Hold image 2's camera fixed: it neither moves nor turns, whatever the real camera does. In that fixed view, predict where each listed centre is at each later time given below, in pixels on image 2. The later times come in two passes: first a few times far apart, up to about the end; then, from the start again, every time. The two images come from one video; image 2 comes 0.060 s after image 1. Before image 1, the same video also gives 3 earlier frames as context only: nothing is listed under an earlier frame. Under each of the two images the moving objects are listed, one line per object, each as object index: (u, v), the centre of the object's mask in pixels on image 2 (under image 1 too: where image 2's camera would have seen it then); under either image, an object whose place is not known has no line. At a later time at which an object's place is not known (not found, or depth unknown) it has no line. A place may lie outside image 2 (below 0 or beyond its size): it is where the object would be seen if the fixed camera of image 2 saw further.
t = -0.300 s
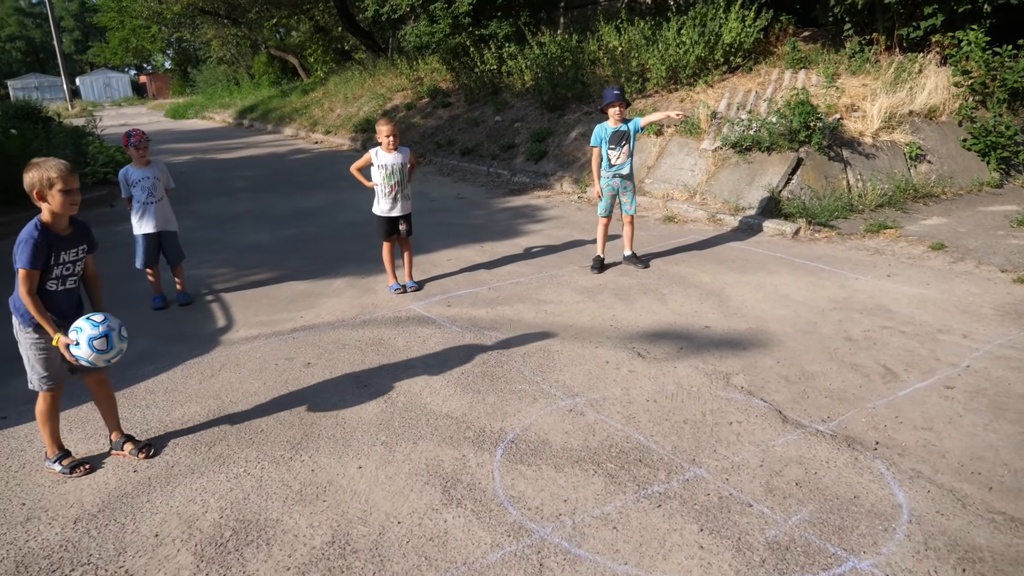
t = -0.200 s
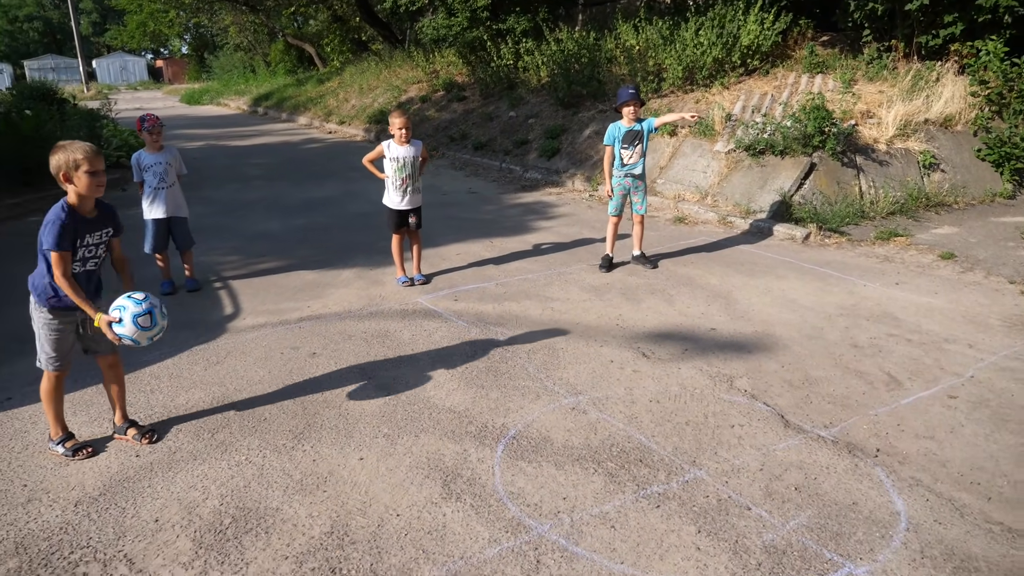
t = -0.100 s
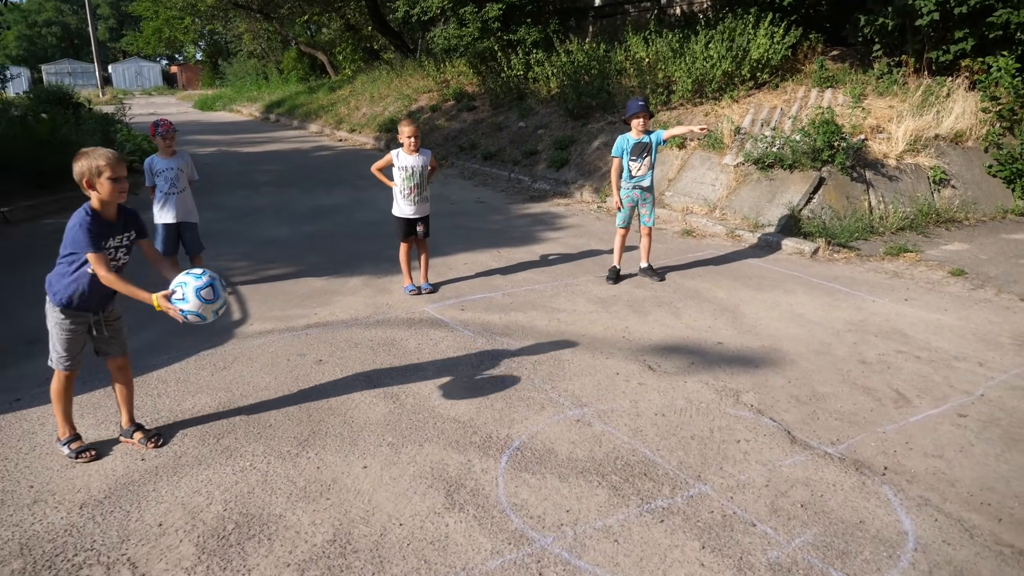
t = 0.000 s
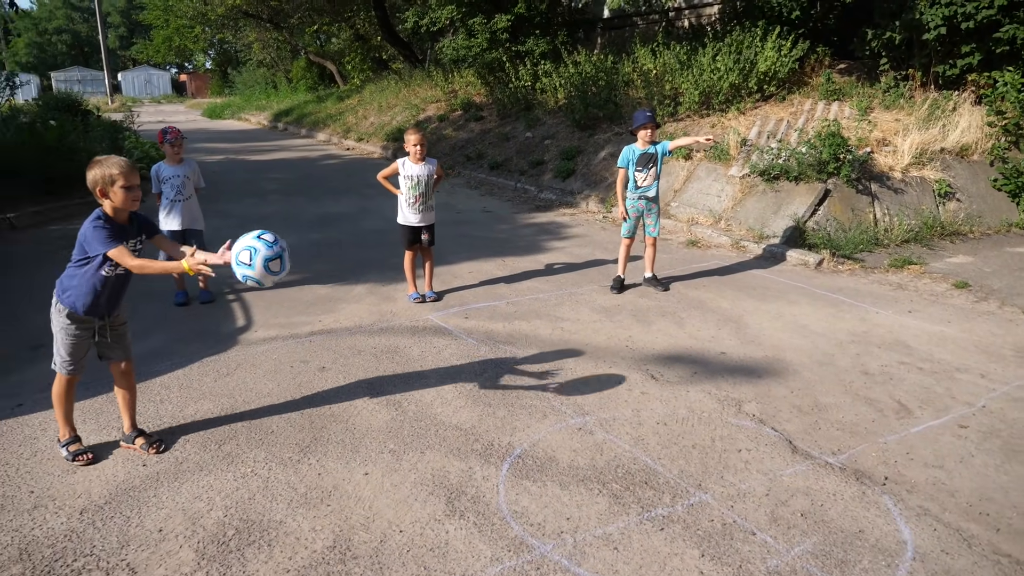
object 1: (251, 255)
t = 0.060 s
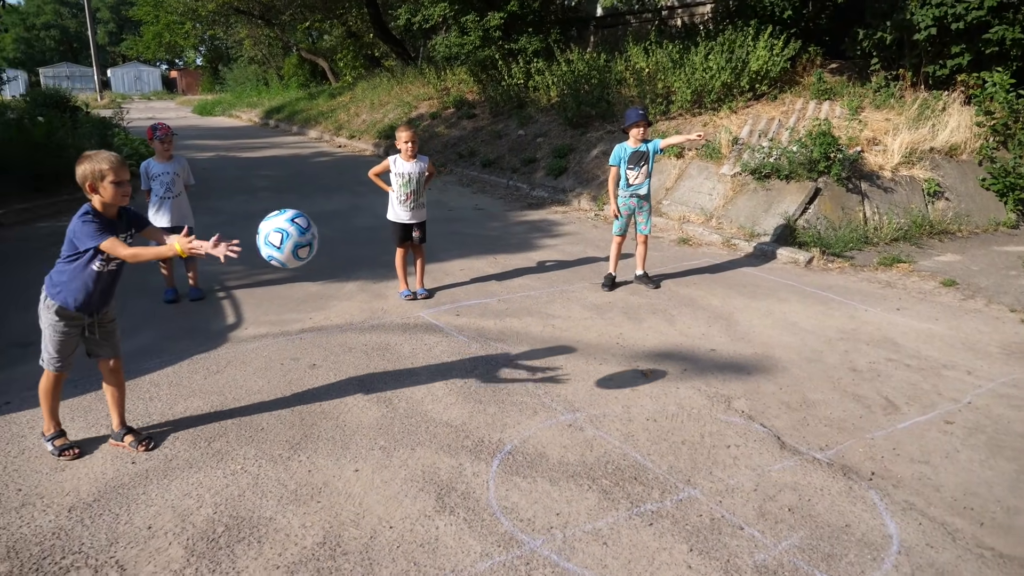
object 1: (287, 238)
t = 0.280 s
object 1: (433, 251)
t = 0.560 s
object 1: (622, 455)
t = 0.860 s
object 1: (747, 336)
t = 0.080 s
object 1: (300, 234)
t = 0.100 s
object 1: (313, 231)
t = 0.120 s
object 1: (326, 229)
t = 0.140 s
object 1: (339, 229)
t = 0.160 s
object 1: (352, 229)
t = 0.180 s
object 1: (365, 230)
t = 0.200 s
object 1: (379, 232)
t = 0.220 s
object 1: (392, 235)
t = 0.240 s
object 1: (406, 239)
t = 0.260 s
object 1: (419, 245)
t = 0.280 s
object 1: (433, 251)
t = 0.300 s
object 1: (446, 259)
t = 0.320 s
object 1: (460, 267)
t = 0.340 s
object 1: (474, 278)
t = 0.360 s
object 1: (488, 289)
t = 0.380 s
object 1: (501, 301)
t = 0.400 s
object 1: (515, 314)
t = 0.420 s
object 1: (529, 329)
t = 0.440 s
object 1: (543, 344)
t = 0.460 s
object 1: (556, 360)
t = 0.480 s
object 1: (570, 377)
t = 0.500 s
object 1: (583, 395)
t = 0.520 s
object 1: (596, 415)
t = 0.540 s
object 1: (609, 435)
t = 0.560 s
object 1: (622, 455)
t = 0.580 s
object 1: (635, 478)
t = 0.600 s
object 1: (643, 469)
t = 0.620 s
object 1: (651, 453)
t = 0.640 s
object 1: (660, 439)
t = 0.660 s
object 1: (668, 425)
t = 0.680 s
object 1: (676, 412)
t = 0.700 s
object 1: (684, 400)
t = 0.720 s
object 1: (692, 389)
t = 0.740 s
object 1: (700, 379)
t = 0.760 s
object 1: (709, 369)
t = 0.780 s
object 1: (717, 361)
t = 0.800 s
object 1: (724, 353)
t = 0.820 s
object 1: (730, 346)
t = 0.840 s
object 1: (738, 340)
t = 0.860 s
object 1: (747, 336)
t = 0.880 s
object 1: (755, 331)
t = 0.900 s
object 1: (763, 329)
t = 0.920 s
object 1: (771, 328)
